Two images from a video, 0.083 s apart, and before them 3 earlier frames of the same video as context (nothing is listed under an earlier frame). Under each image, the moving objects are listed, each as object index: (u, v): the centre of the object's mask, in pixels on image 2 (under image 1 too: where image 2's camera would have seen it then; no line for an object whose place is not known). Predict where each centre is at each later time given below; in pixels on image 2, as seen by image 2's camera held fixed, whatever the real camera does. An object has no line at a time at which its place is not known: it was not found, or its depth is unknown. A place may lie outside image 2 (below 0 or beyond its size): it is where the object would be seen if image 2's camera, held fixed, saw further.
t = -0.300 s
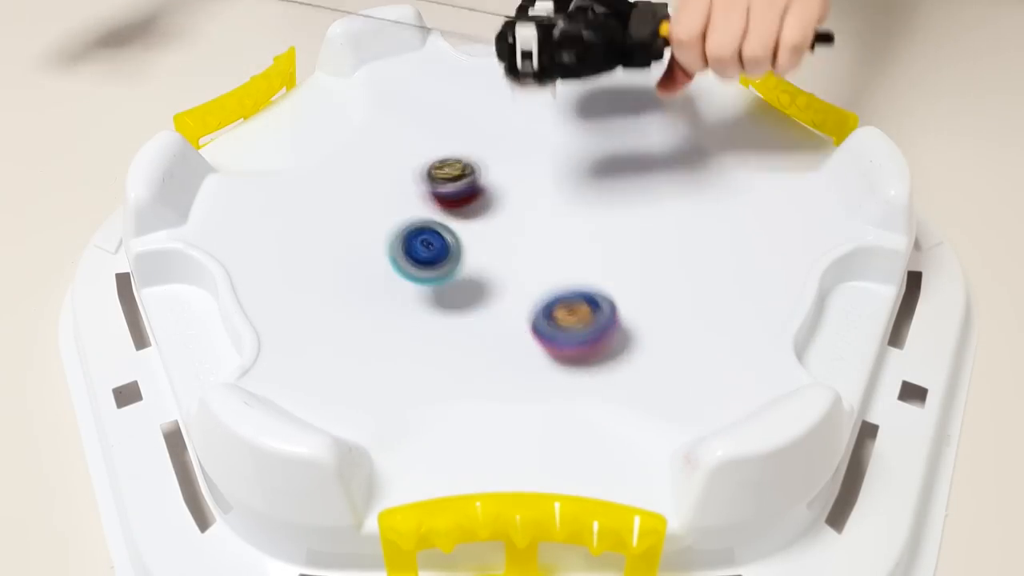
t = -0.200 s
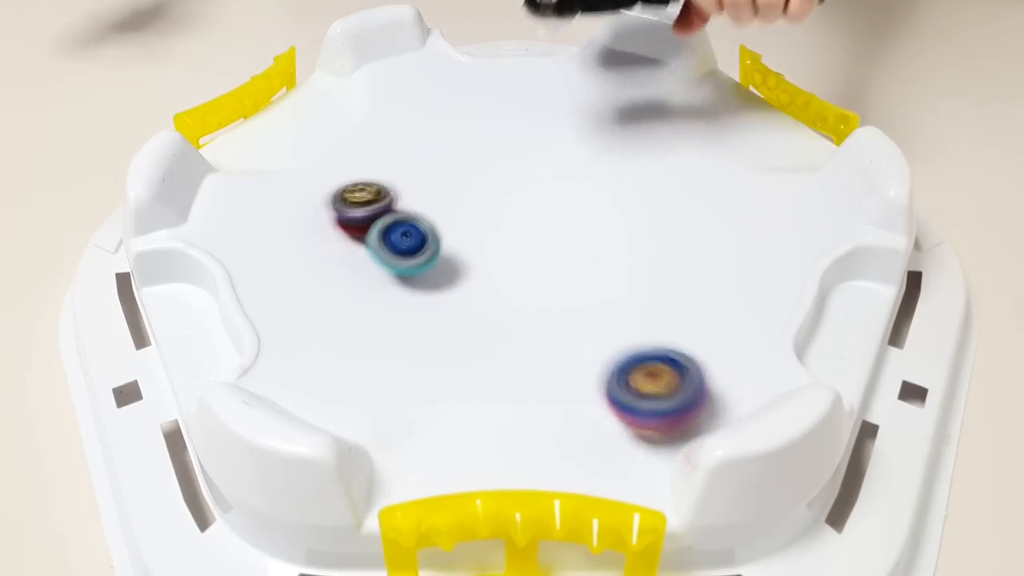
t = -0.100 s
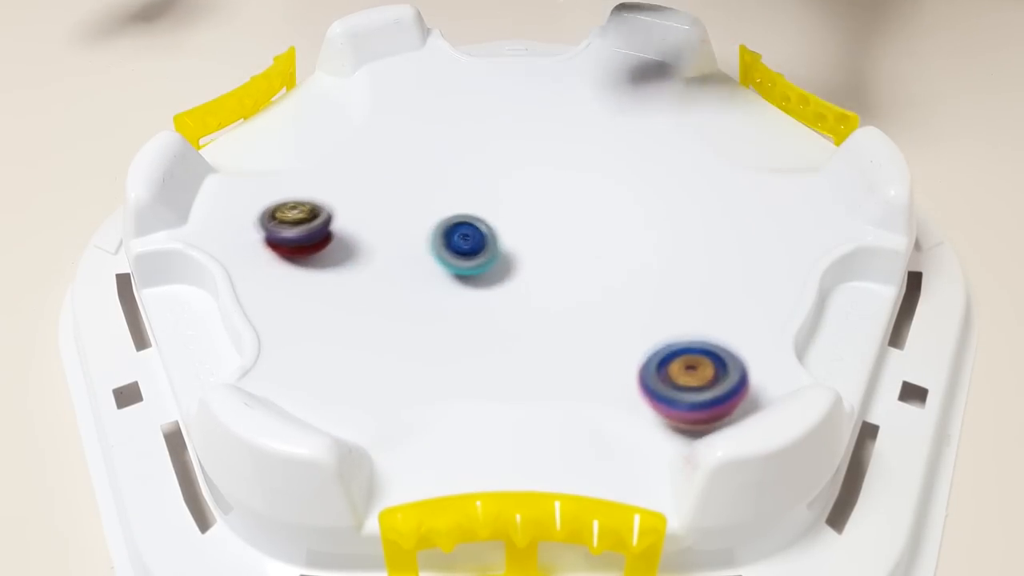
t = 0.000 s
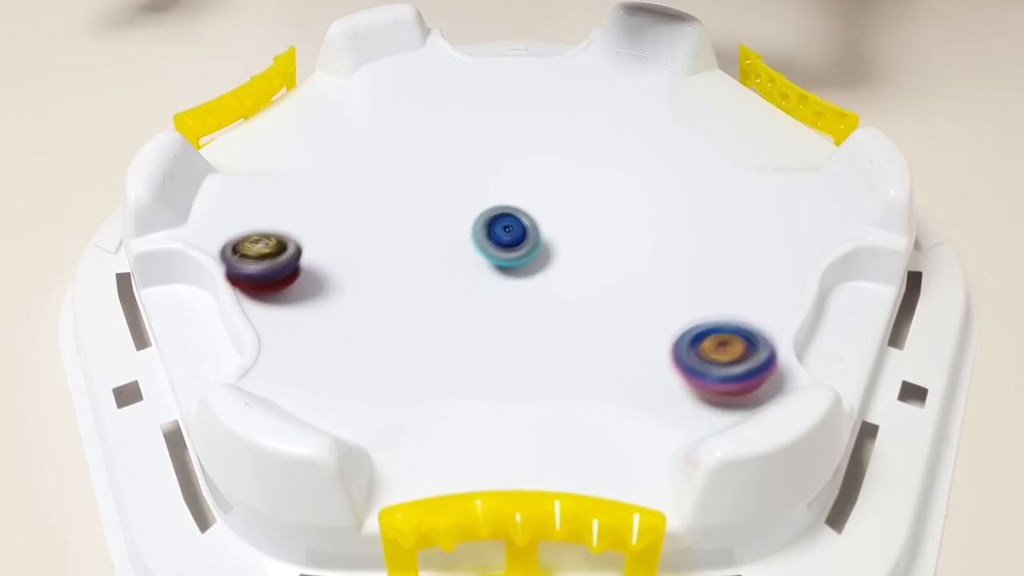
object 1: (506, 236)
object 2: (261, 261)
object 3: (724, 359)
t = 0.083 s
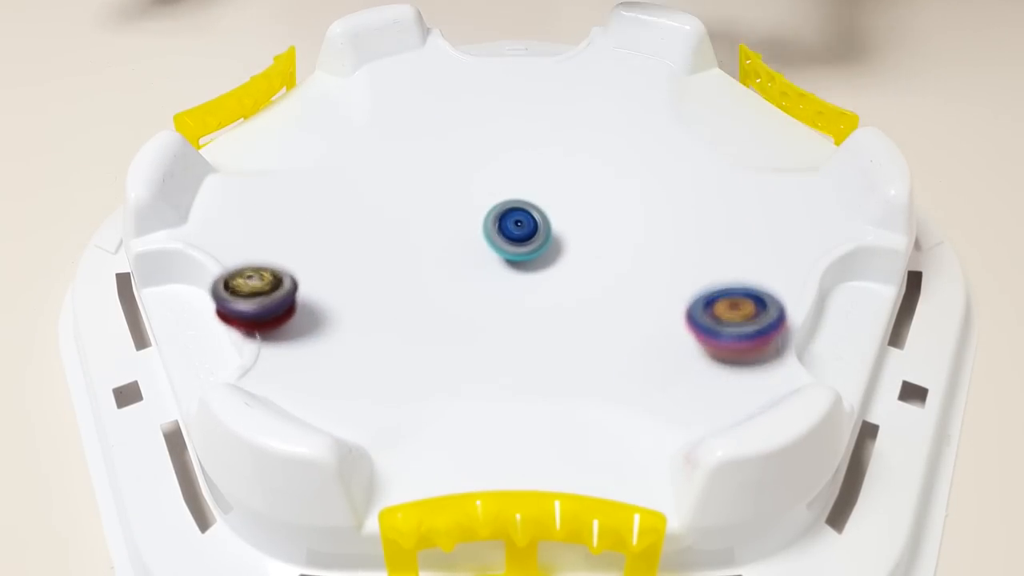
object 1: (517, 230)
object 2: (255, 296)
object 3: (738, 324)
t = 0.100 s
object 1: (518, 230)
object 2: (259, 302)
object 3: (733, 314)
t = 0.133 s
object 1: (518, 231)
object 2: (272, 321)
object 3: (715, 294)
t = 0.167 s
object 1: (517, 231)
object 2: (287, 334)
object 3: (691, 274)
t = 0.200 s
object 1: (517, 231)
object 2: (304, 348)
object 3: (661, 255)
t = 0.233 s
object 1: (516, 231)
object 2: (326, 360)
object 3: (626, 236)
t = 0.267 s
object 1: (513, 232)
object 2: (352, 371)
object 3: (591, 219)
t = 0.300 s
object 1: (495, 227)
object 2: (386, 378)
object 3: (568, 196)
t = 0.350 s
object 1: (478, 221)
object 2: (439, 387)
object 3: (532, 170)
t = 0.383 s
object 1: (476, 218)
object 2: (475, 389)
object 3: (506, 157)
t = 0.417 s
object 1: (477, 219)
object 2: (505, 387)
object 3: (479, 145)
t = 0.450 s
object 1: (477, 220)
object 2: (534, 382)
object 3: (452, 135)
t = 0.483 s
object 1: (478, 219)
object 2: (557, 374)
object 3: (427, 129)
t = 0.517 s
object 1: (478, 220)
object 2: (578, 364)
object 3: (401, 127)
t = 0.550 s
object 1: (478, 220)
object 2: (596, 348)
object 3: (377, 129)
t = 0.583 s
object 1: (478, 220)
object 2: (611, 330)
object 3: (353, 134)
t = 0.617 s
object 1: (478, 220)
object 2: (623, 310)
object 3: (330, 142)
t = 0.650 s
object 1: (477, 220)
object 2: (631, 289)
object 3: (307, 154)
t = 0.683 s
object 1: (478, 220)
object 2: (635, 267)
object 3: (286, 169)
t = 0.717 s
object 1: (477, 220)
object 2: (634, 244)
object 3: (266, 188)
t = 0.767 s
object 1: (477, 220)
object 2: (625, 210)
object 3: (238, 223)
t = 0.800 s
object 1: (477, 220)
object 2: (615, 188)
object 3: (227, 247)
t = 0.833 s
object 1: (476, 220)
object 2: (601, 168)
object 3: (233, 274)
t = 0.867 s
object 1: (476, 221)
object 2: (584, 151)
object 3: (239, 309)
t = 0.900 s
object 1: (476, 220)
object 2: (564, 135)
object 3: (240, 332)
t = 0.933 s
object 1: (476, 221)
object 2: (544, 123)
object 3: (257, 339)
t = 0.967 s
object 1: (476, 220)
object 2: (523, 114)
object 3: (287, 342)
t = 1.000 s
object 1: (476, 221)
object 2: (501, 106)
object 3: (320, 359)
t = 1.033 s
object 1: (475, 221)
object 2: (478, 100)
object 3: (358, 369)
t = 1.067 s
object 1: (475, 220)
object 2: (457, 95)
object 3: (402, 374)
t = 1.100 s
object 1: (475, 221)
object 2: (435, 93)
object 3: (449, 382)
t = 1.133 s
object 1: (475, 222)
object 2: (415, 93)
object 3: (490, 385)
